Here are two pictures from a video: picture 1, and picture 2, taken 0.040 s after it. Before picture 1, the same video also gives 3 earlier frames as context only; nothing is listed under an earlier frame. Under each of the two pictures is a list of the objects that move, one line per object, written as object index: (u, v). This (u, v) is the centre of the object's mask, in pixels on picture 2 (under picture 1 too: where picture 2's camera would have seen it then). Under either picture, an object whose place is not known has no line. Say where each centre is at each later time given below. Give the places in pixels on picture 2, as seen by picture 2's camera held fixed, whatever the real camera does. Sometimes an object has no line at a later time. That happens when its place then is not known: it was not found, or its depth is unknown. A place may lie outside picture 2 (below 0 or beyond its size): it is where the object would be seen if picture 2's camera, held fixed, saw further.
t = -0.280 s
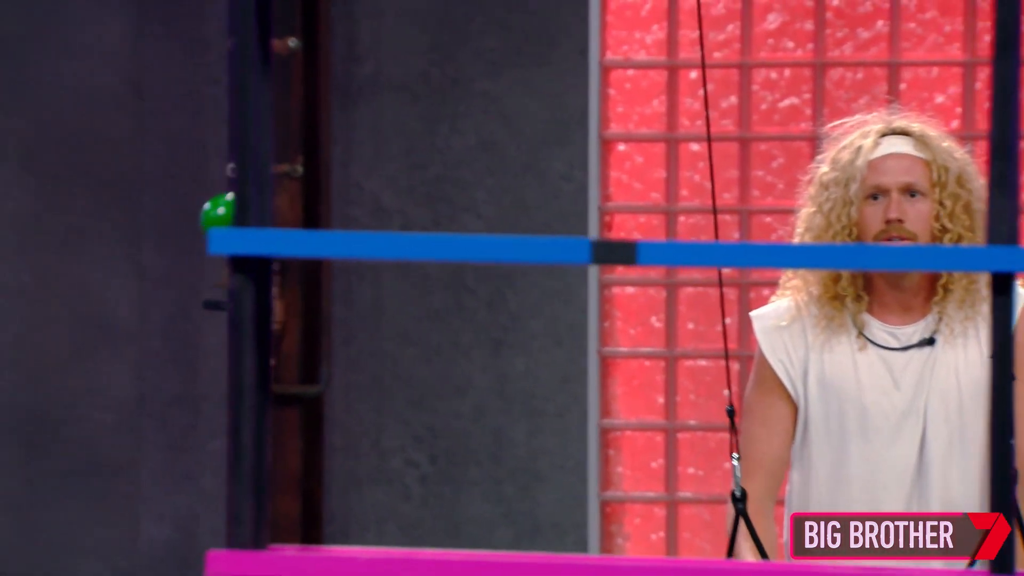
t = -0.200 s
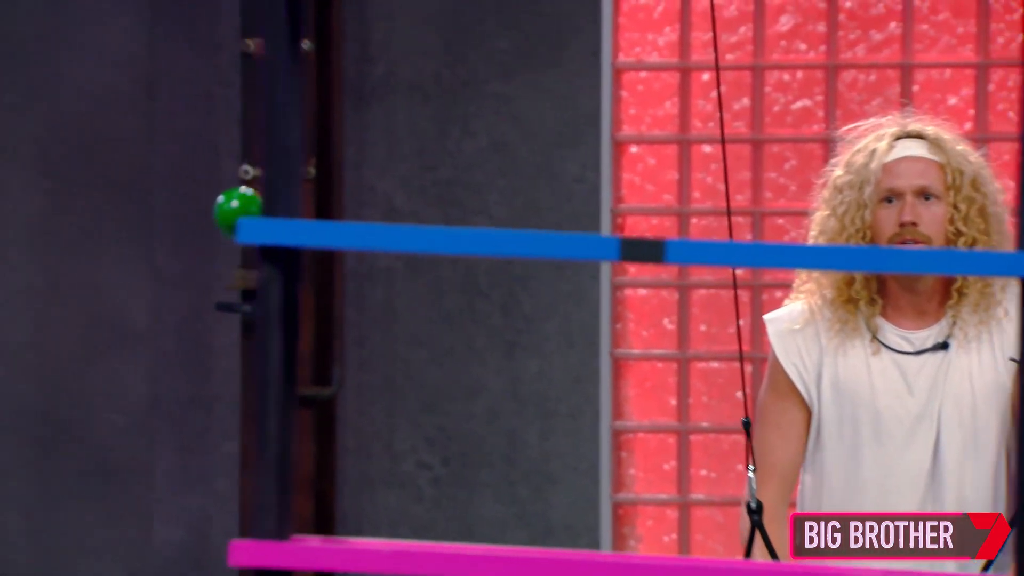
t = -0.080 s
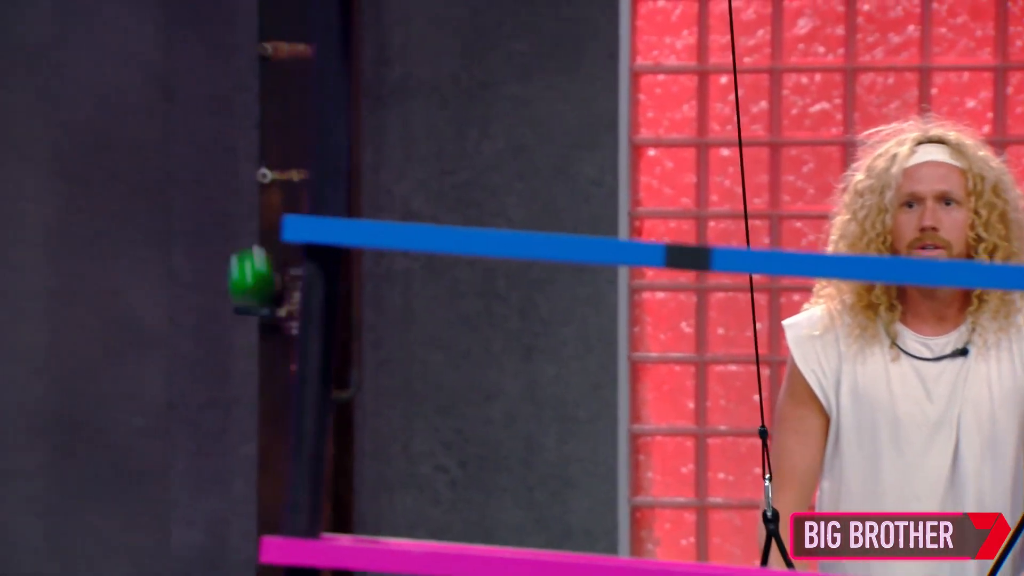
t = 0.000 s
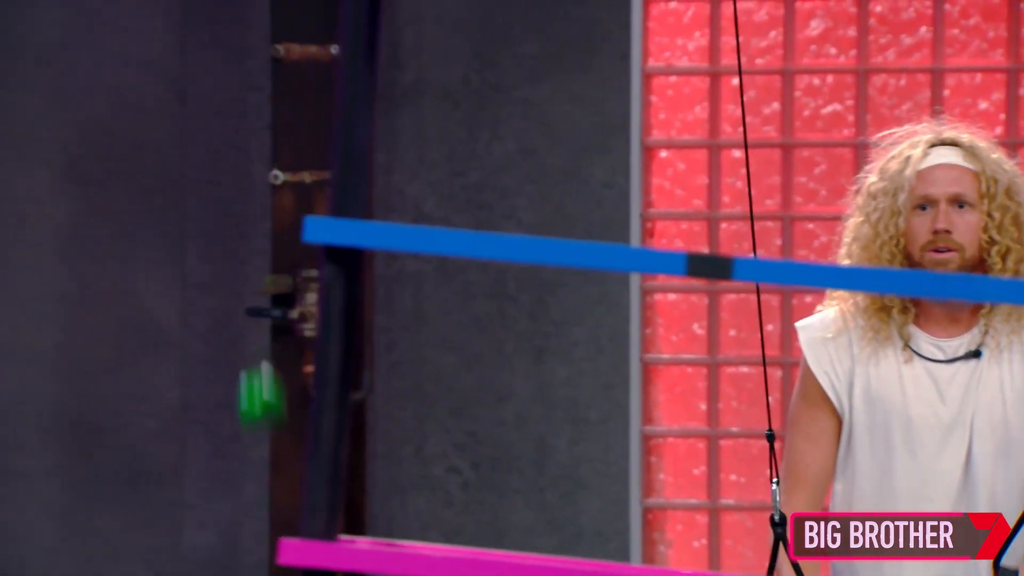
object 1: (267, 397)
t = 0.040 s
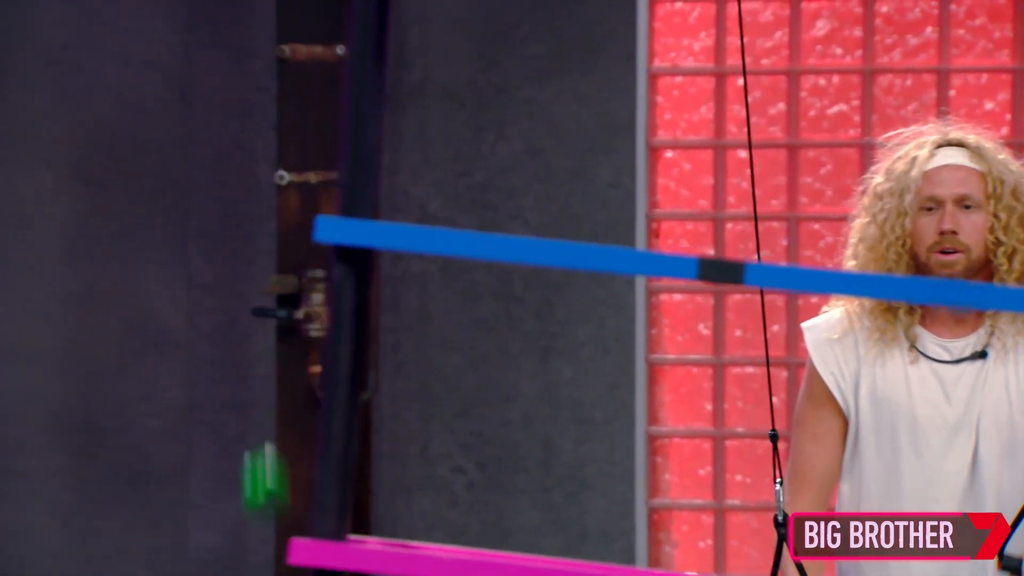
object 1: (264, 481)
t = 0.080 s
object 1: (260, 561)
